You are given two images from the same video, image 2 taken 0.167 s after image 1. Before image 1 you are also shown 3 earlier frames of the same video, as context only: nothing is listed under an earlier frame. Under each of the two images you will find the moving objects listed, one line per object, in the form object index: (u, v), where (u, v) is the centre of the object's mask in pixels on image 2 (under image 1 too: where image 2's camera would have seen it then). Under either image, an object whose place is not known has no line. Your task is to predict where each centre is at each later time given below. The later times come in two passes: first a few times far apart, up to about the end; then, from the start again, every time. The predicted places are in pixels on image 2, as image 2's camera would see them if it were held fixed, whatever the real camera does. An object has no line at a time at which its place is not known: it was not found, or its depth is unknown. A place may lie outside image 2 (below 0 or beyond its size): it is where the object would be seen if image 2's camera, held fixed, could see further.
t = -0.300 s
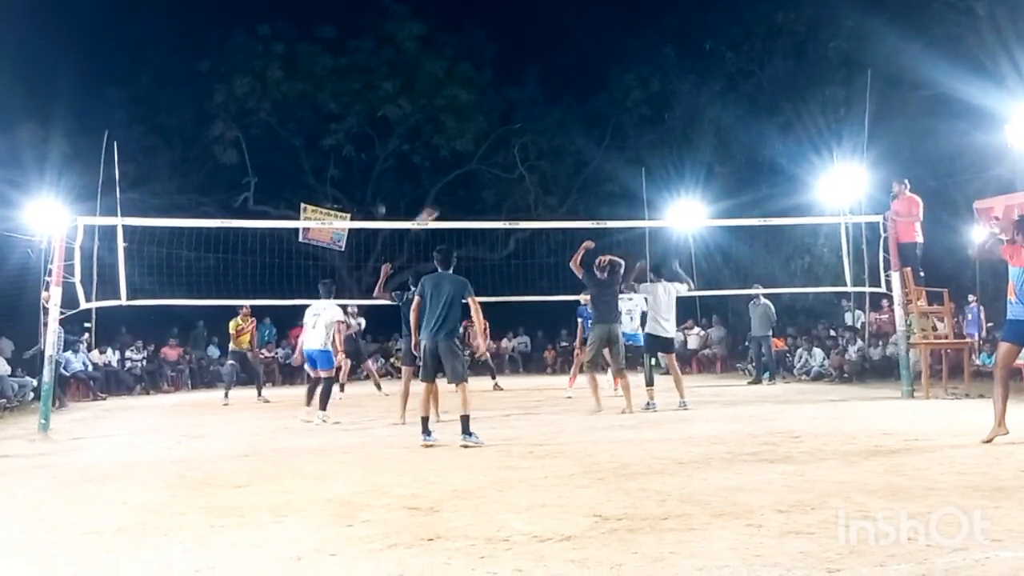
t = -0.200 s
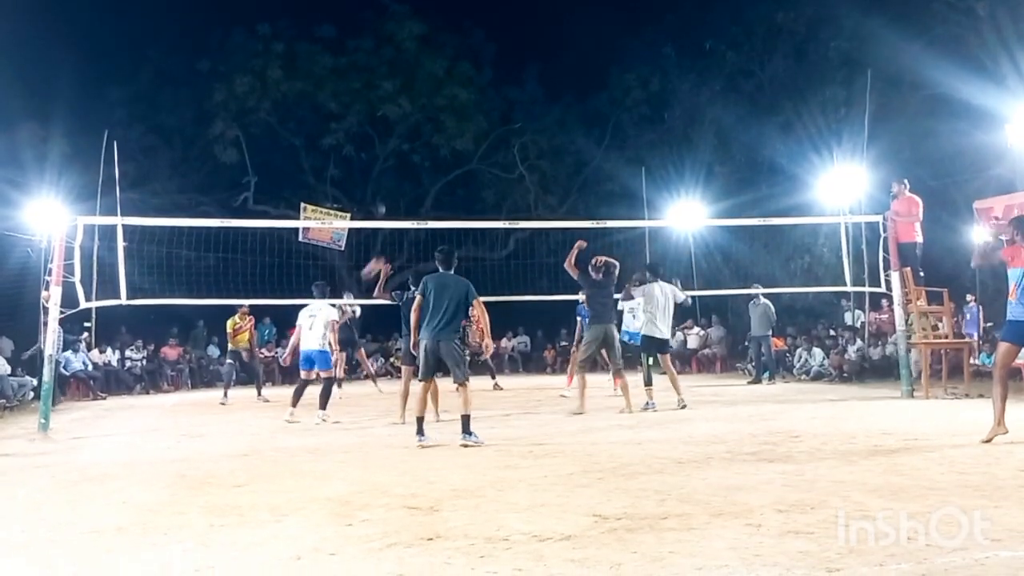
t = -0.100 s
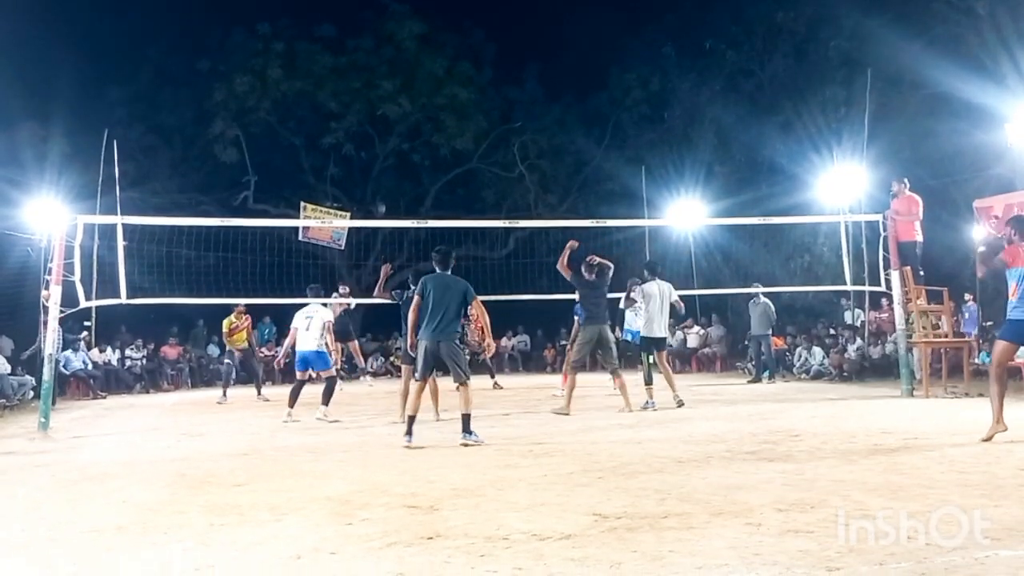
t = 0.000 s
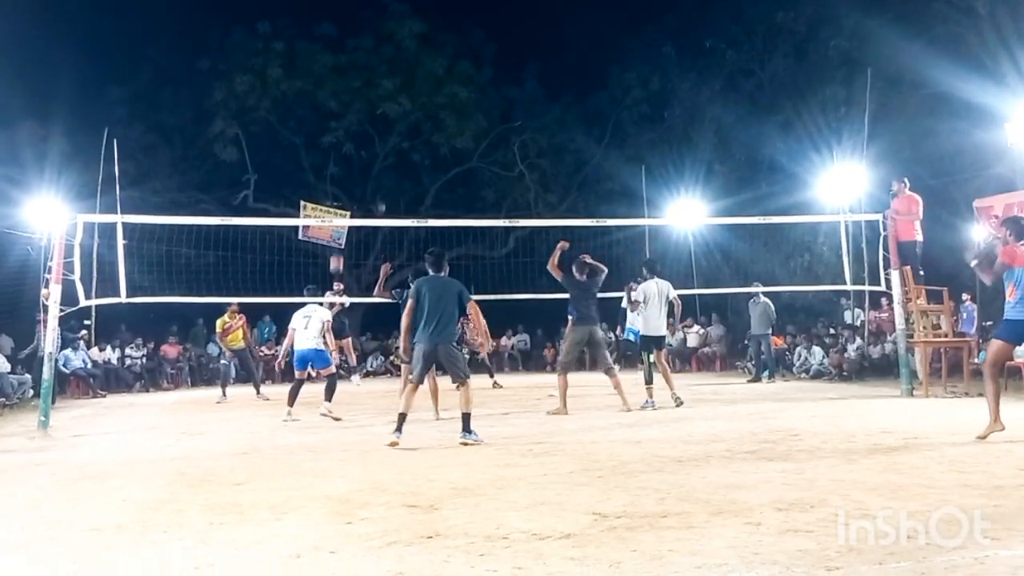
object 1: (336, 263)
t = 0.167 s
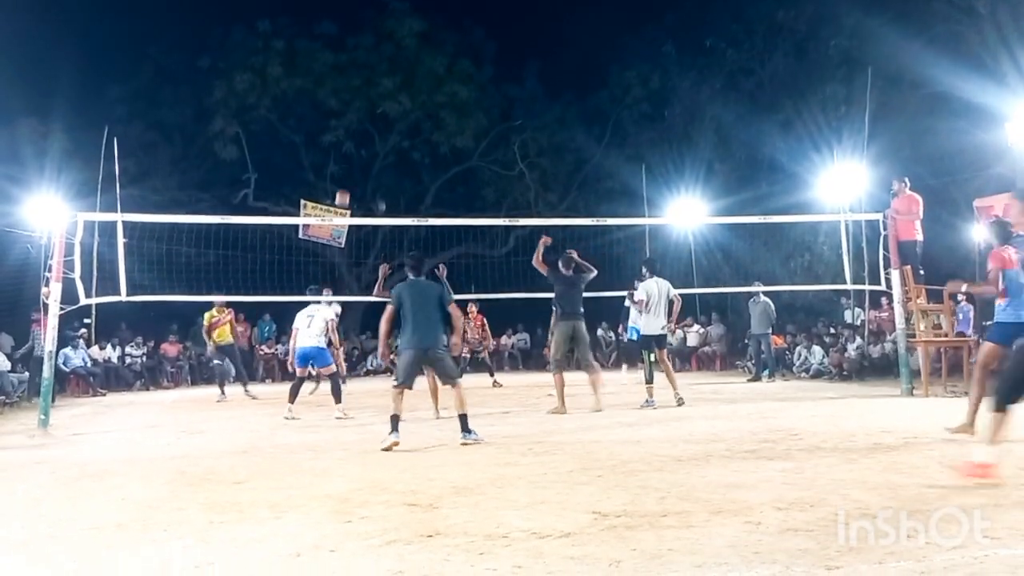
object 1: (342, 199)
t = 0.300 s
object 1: (347, 156)
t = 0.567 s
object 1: (358, 99)
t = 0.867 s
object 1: (374, 83)
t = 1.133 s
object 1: (392, 123)
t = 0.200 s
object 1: (343, 188)
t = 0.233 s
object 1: (344, 177)
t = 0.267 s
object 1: (346, 166)
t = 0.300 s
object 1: (347, 156)
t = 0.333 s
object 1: (348, 148)
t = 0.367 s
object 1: (349, 139)
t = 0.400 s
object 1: (351, 131)
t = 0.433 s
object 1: (352, 123)
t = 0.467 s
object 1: (354, 117)
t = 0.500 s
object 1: (355, 110)
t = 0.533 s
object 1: (357, 104)
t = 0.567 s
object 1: (358, 99)
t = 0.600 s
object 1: (360, 95)
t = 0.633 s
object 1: (362, 90)
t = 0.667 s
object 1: (363, 87)
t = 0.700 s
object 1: (365, 85)
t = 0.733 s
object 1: (367, 83)
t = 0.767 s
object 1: (369, 82)
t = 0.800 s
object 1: (371, 82)
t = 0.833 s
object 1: (372, 82)
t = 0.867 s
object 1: (374, 83)
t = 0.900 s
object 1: (376, 85)
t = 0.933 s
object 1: (378, 88)
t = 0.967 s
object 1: (380, 92)
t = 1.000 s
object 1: (382, 97)
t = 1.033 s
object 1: (385, 103)
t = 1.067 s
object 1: (387, 108)
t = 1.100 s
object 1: (390, 115)
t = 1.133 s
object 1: (392, 123)
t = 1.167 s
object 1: (395, 132)
